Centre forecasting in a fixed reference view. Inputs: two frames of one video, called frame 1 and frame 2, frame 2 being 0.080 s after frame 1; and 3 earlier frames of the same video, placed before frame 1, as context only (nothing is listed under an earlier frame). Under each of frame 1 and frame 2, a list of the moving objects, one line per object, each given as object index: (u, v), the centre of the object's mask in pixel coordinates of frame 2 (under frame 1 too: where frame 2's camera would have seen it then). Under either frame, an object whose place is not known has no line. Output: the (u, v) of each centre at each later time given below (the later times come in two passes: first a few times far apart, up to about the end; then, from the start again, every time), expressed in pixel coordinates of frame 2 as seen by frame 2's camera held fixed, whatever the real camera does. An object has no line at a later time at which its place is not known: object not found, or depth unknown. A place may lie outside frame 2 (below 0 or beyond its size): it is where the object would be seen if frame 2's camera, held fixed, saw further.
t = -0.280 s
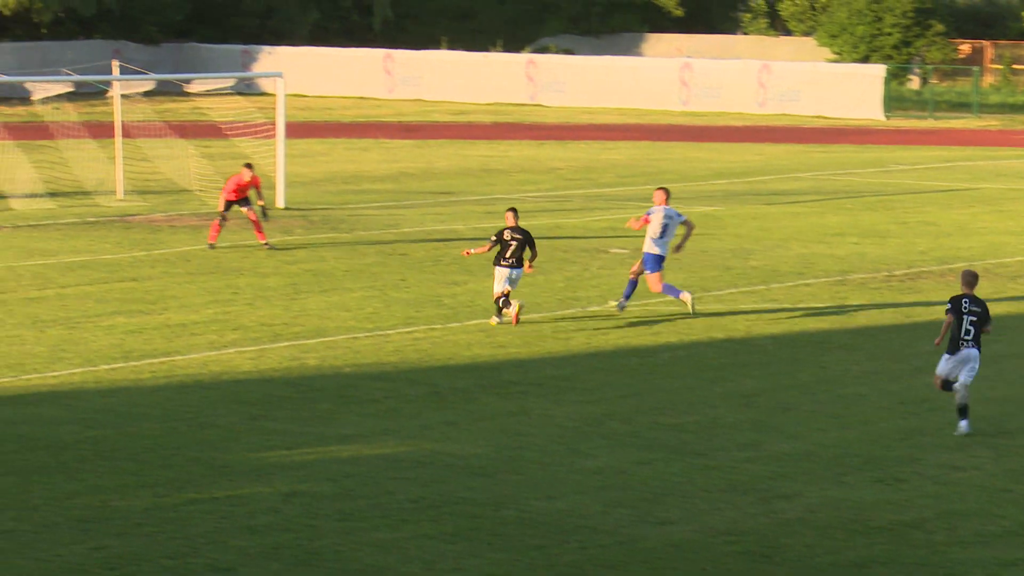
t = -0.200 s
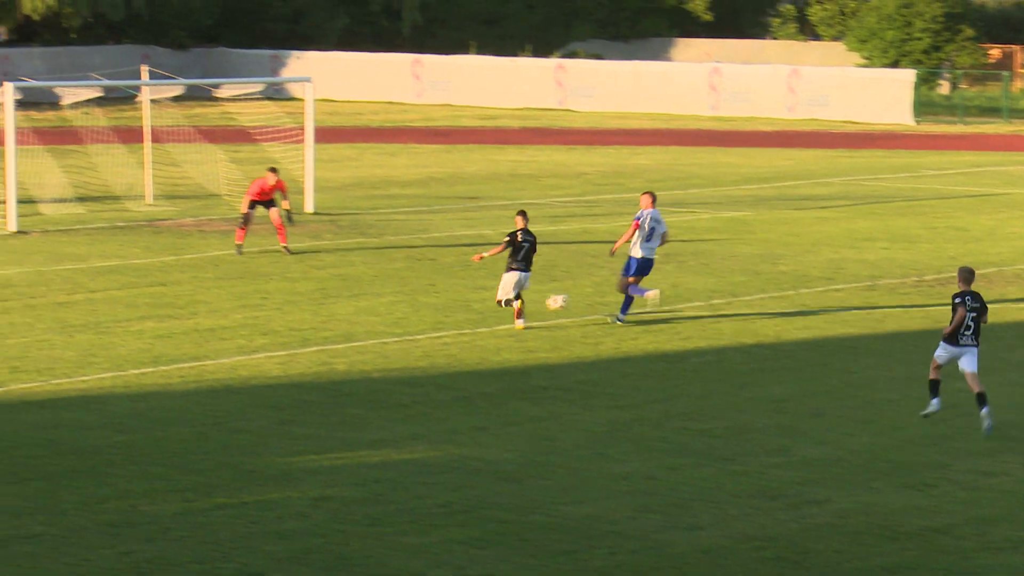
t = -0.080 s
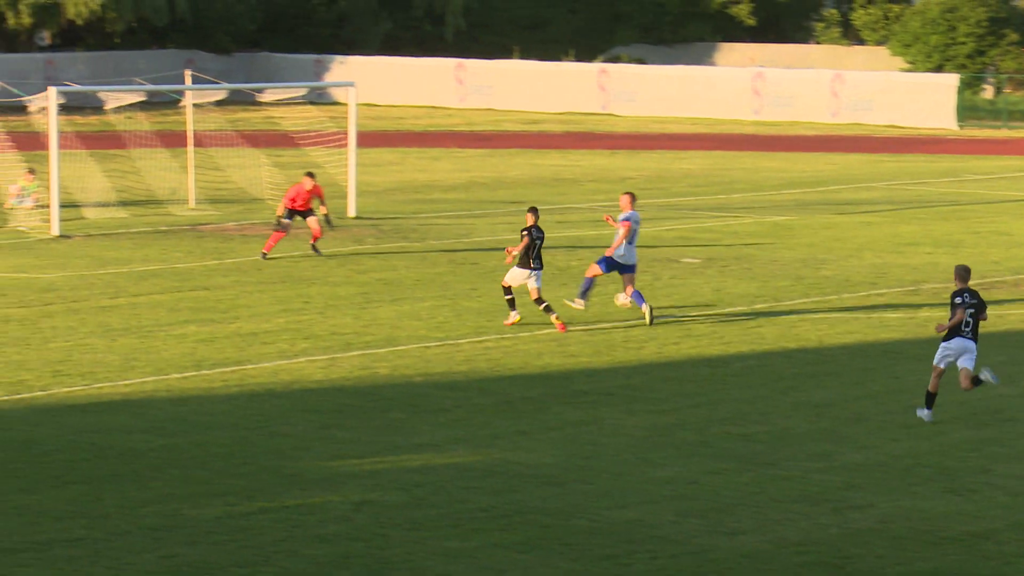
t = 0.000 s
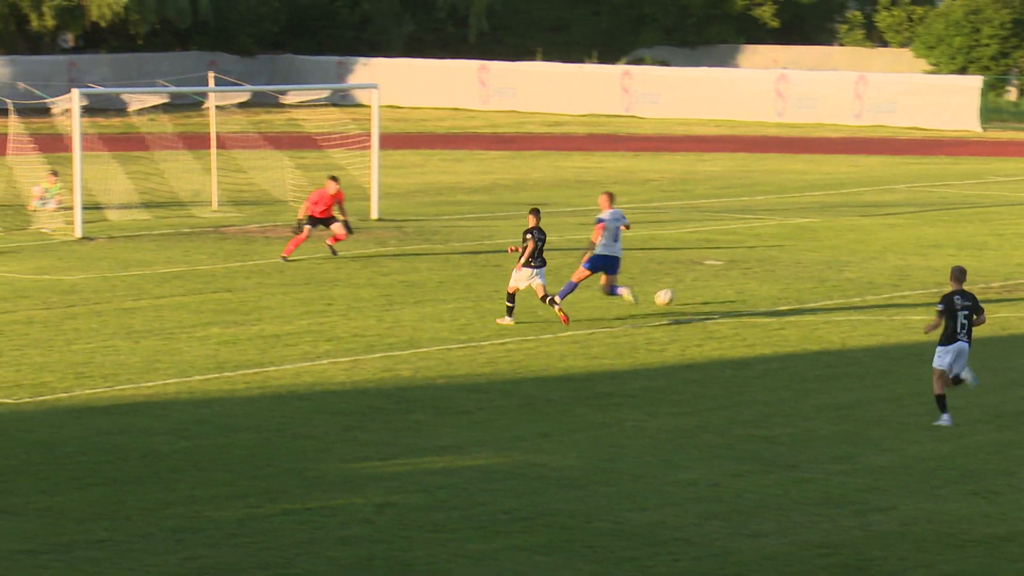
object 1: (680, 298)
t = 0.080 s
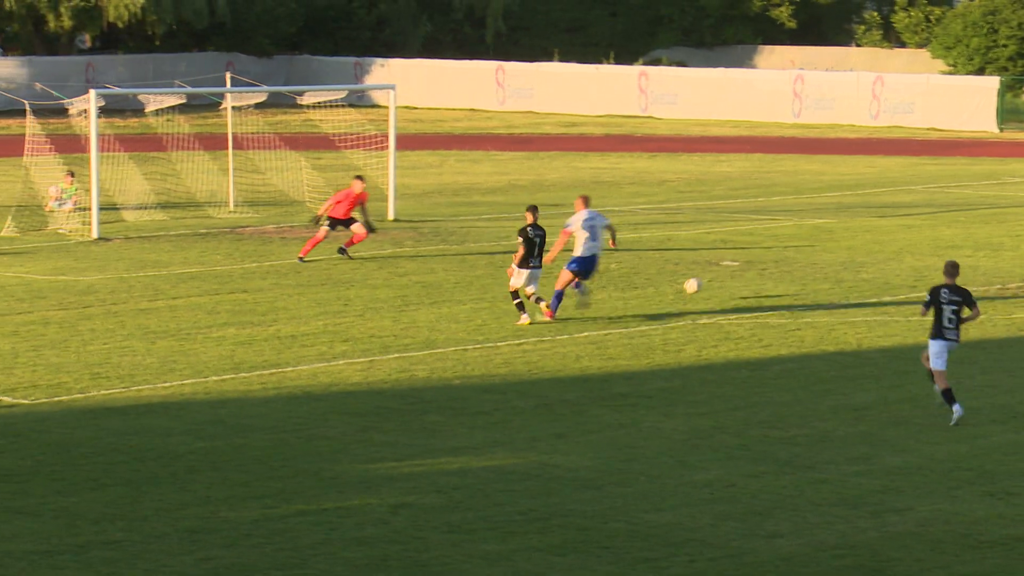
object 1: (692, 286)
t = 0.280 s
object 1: (724, 278)
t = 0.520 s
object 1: (749, 271)
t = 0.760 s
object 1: (762, 260)
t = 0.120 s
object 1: (699, 281)
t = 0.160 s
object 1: (705, 279)
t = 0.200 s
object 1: (712, 277)
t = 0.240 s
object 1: (718, 277)
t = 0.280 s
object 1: (724, 278)
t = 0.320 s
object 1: (731, 279)
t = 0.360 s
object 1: (735, 277)
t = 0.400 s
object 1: (738, 274)
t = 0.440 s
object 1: (742, 272)
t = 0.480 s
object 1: (745, 271)
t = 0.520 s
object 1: (749, 271)
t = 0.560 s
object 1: (752, 271)
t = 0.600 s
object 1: (754, 267)
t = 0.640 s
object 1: (756, 264)
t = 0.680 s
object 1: (758, 261)
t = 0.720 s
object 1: (760, 260)
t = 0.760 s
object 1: (762, 260)
